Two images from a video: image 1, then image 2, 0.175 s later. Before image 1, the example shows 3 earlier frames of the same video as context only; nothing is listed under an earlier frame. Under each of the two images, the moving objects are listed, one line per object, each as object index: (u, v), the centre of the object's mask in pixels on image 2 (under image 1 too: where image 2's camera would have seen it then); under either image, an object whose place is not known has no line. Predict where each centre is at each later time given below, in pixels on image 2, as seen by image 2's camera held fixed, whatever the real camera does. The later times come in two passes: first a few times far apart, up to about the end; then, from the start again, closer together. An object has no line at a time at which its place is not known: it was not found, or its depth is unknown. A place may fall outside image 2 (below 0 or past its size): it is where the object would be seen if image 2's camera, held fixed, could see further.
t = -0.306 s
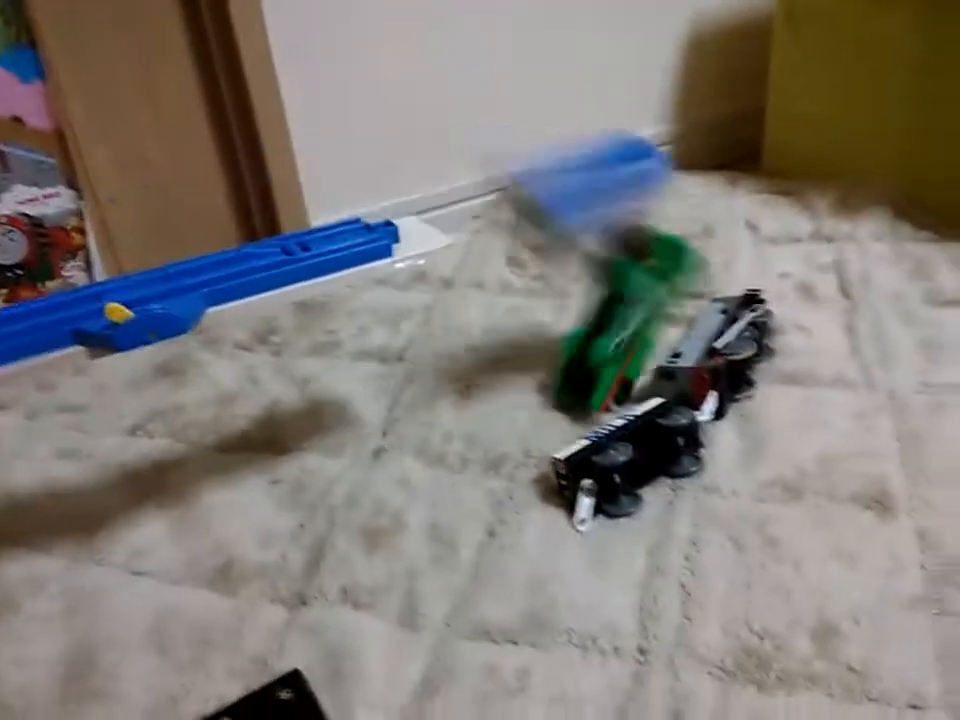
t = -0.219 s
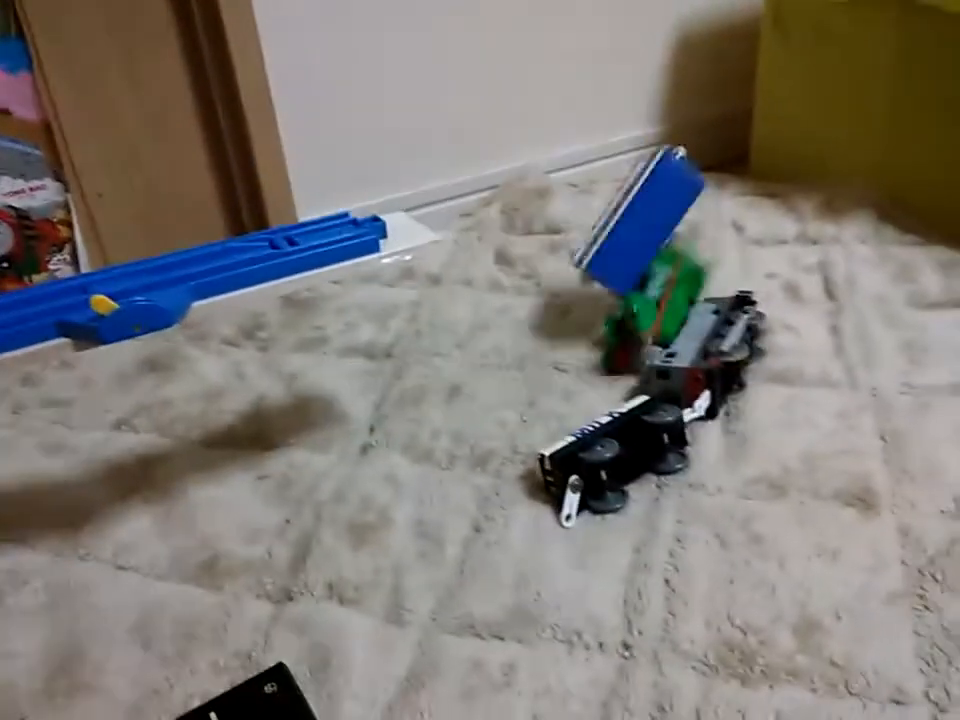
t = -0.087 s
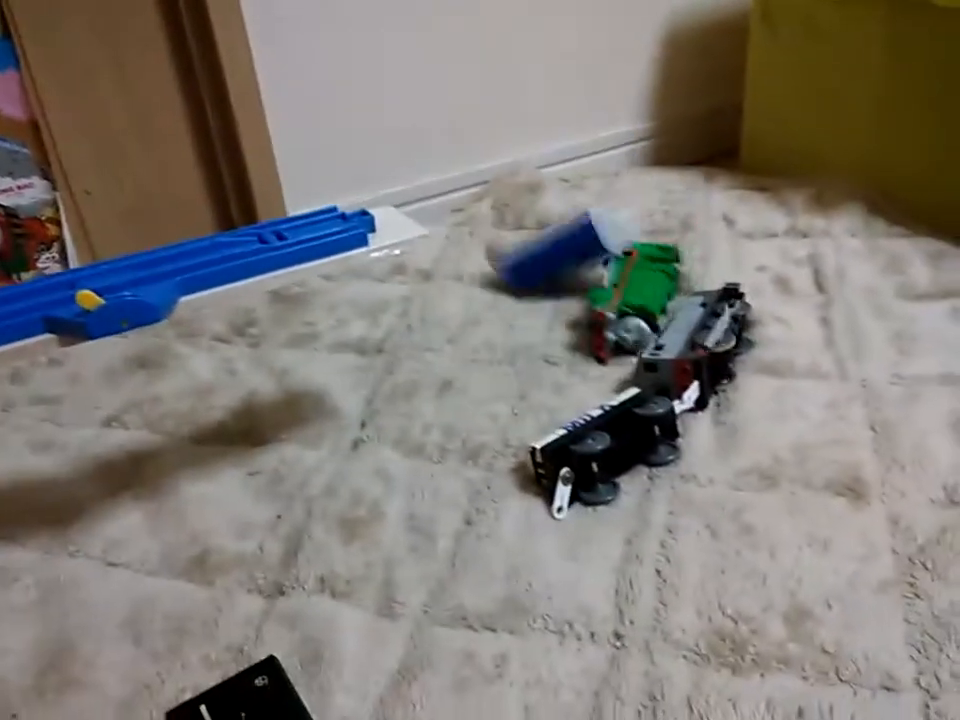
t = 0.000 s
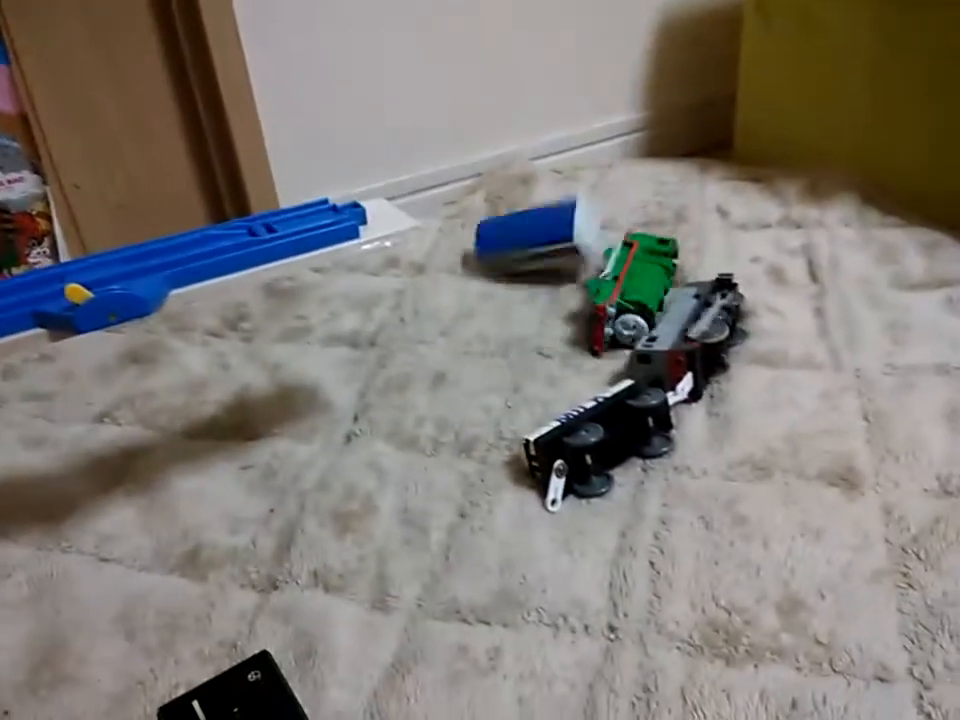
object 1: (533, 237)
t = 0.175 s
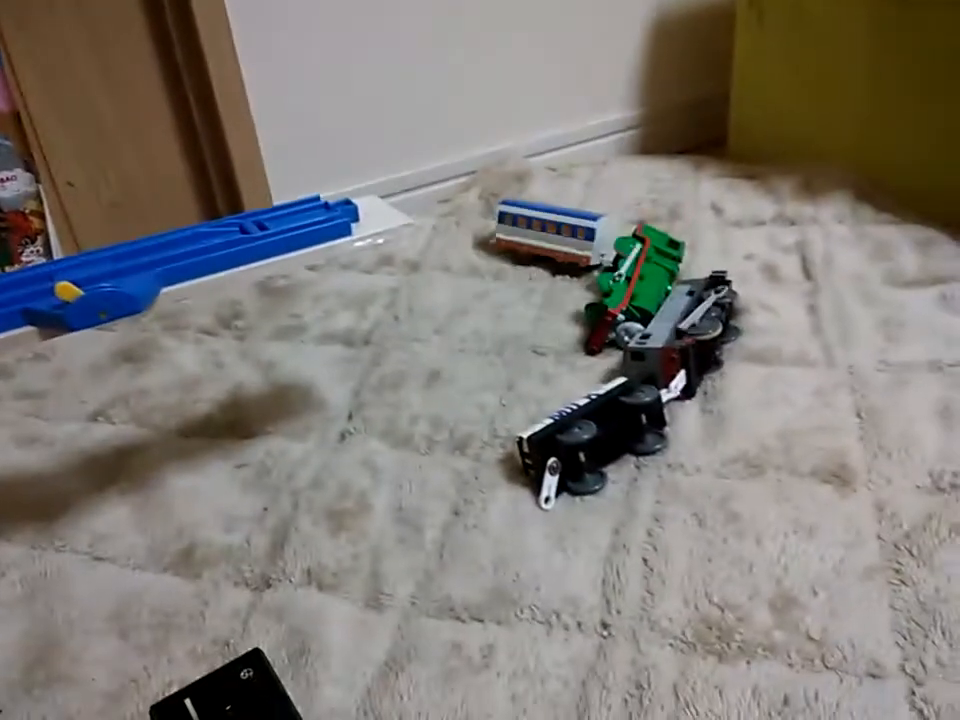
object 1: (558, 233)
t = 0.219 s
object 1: (557, 232)
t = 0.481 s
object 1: (549, 241)
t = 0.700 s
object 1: (550, 241)
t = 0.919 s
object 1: (550, 240)
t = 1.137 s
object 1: (552, 241)
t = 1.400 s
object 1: (551, 241)
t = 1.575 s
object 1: (552, 242)
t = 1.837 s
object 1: (552, 242)
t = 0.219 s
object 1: (557, 232)
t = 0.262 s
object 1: (557, 234)
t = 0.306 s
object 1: (552, 238)
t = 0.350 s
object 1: (551, 240)
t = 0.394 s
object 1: (547, 241)
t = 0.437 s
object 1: (549, 241)
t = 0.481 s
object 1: (549, 241)
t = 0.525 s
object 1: (550, 241)
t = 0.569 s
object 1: (550, 241)
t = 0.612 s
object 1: (550, 241)
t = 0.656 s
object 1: (551, 241)
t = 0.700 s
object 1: (550, 241)
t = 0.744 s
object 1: (550, 241)
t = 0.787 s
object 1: (550, 241)
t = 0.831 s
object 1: (550, 242)
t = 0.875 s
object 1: (551, 241)
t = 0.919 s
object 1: (550, 240)
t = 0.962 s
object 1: (552, 241)
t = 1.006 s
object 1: (551, 240)
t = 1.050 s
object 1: (552, 240)
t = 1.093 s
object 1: (552, 240)
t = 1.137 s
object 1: (552, 241)
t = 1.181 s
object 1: (552, 240)
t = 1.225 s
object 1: (552, 240)
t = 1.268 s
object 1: (552, 240)
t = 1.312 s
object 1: (552, 241)
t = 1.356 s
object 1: (551, 240)
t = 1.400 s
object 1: (551, 241)
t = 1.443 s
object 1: (552, 241)
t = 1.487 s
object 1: (552, 241)
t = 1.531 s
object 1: (553, 240)
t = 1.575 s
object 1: (552, 242)
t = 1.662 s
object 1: (552, 241)
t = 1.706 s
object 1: (552, 241)
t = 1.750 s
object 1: (553, 242)
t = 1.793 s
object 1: (554, 243)
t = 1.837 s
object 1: (552, 242)
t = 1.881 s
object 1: (552, 241)
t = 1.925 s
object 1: (553, 241)
